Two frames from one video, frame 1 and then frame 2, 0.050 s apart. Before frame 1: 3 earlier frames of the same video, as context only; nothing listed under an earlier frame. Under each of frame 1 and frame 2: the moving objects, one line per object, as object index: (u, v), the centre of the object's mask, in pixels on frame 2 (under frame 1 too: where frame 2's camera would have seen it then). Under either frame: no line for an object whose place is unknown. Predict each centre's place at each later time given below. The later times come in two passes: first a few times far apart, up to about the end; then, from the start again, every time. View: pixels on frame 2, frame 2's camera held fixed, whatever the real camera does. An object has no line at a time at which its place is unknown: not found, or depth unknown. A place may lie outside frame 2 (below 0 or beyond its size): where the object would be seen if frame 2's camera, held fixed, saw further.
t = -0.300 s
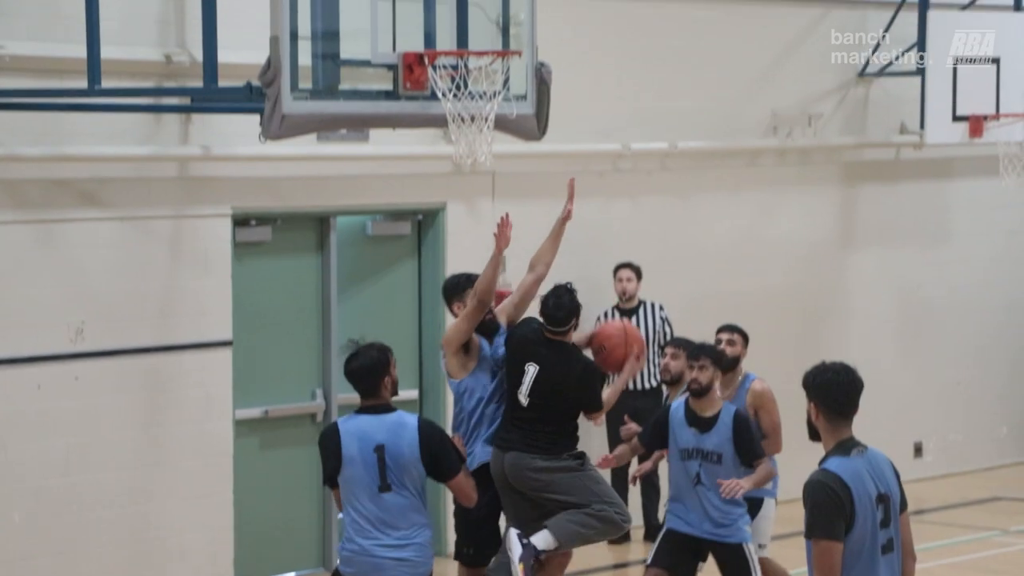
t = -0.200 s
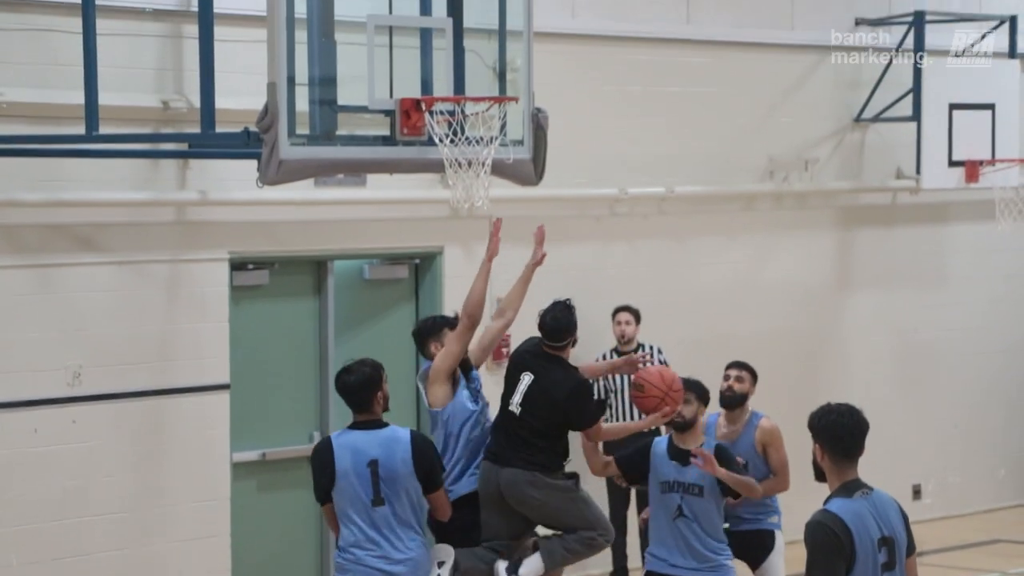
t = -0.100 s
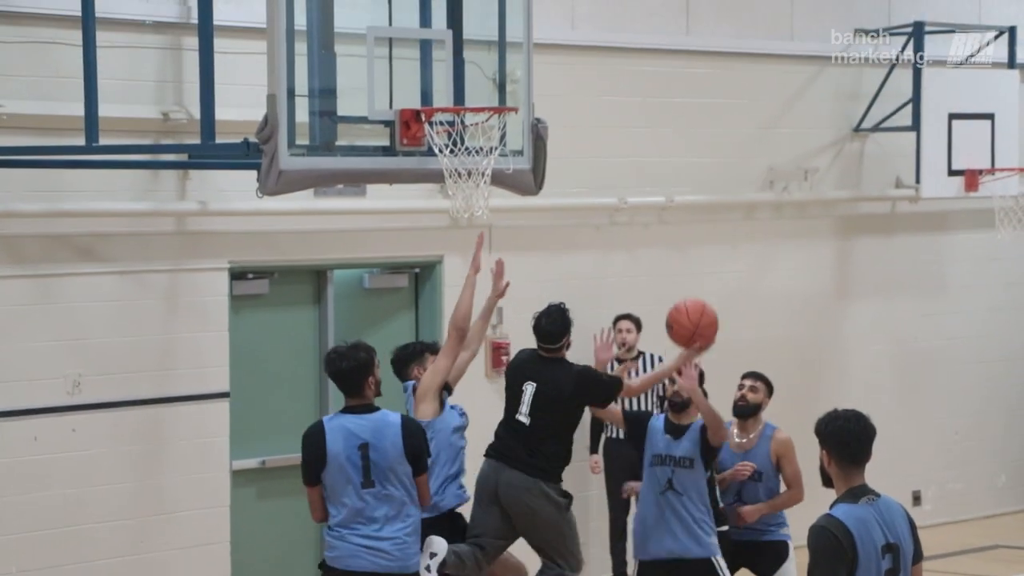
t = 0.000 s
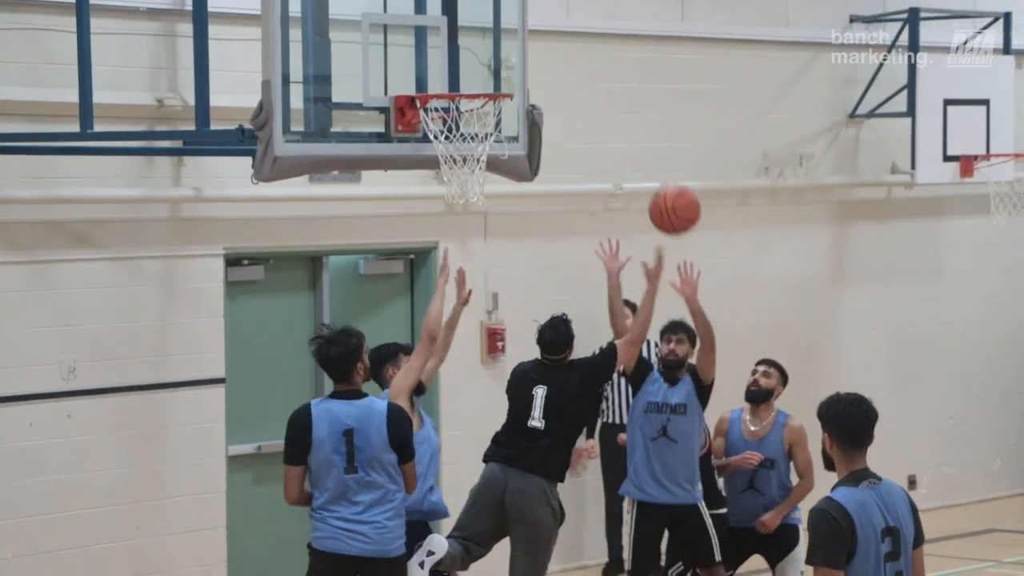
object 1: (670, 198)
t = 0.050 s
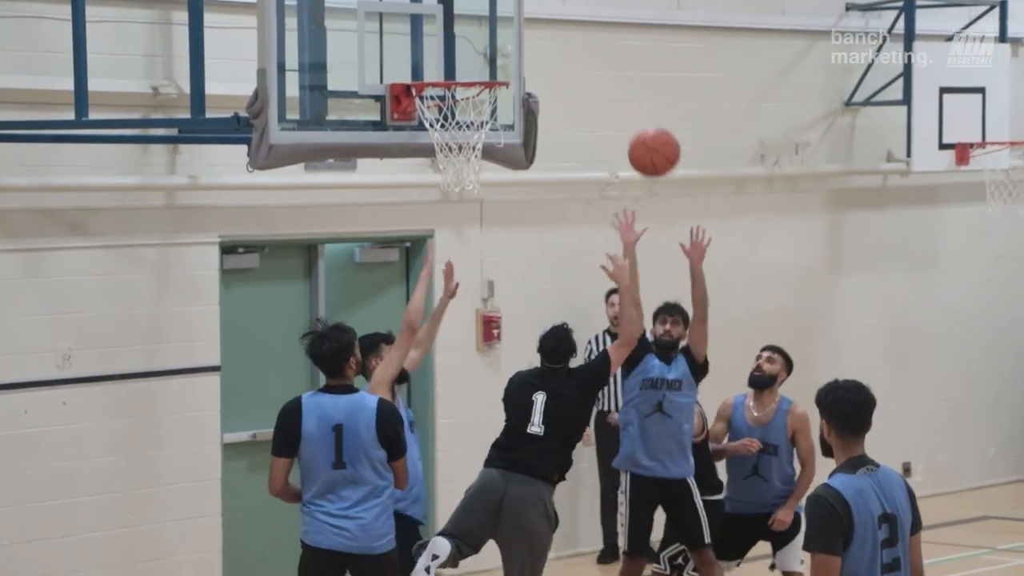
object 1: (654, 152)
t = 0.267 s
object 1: (585, 24)
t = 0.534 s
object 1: (502, -23)
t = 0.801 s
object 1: (446, 68)
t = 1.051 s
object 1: (496, 121)
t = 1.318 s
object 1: (448, 150)
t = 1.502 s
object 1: (424, 224)
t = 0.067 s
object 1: (648, 138)
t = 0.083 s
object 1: (643, 125)
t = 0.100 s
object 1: (638, 112)
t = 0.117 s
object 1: (632, 99)
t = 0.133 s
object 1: (627, 88)
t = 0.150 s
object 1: (622, 77)
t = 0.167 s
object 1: (617, 66)
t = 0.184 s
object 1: (611, 56)
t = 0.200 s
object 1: (606, 51)
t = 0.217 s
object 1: (601, 46)
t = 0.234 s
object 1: (595, 39)
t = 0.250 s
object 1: (590, 32)
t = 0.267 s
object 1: (585, 24)
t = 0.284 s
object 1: (580, 15)
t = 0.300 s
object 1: (574, 4)
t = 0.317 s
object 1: (569, -6)
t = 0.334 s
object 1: (564, -13)
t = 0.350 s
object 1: (559, -18)
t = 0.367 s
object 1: (553, -22)
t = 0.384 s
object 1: (548, -24)
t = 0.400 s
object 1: (543, -27)
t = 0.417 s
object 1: (538, -28)
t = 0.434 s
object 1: (533, -29)
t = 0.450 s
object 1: (528, -30)
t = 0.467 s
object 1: (523, -29)
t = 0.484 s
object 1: (518, -28)
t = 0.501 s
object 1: (512, -27)
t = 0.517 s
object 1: (507, -25)
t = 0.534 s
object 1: (502, -23)
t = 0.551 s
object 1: (498, -20)
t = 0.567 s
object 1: (492, -16)
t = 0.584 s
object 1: (488, -12)
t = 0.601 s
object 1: (483, -8)
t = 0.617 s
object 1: (478, -3)
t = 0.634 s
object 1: (473, 3)
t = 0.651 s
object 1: (468, 9)
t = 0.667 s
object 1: (463, 16)
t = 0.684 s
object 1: (459, 23)
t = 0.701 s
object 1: (454, 31)
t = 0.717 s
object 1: (449, 39)
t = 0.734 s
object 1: (445, 48)
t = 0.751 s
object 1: (440, 57)
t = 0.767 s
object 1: (435, 64)
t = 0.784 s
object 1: (438, 67)
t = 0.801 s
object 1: (446, 68)
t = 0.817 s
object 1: (453, 81)
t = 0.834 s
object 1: (460, 87)
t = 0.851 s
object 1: (466, 93)
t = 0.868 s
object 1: (474, 102)
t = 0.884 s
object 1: (477, 104)
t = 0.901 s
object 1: (481, 106)
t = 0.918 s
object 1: (487, 108)
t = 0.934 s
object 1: (491, 112)
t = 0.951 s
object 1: (493, 114)
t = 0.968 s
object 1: (495, 116)
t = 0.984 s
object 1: (496, 117)
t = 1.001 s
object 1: (497, 118)
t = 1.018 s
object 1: (497, 119)
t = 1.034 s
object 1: (496, 120)
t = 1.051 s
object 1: (496, 121)
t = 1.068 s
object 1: (494, 121)
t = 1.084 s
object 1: (491, 122)
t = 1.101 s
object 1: (489, 122)
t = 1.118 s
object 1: (487, 122)
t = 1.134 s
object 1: (483, 124)
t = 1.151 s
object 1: (480, 125)
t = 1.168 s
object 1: (477, 126)
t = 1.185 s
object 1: (474, 128)
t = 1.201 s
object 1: (470, 129)
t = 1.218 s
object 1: (466, 132)
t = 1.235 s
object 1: (463, 134)
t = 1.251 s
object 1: (459, 137)
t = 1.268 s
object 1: (456, 139)
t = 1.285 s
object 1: (453, 142)
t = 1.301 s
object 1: (452, 146)
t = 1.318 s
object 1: (448, 150)
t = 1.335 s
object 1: (446, 154)
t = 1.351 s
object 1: (443, 158)
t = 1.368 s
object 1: (441, 164)
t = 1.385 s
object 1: (439, 169)
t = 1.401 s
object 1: (437, 176)
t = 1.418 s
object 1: (435, 183)
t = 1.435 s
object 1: (433, 189)
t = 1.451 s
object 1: (431, 197)
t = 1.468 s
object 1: (429, 205)
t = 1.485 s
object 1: (427, 214)
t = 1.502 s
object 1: (424, 224)
